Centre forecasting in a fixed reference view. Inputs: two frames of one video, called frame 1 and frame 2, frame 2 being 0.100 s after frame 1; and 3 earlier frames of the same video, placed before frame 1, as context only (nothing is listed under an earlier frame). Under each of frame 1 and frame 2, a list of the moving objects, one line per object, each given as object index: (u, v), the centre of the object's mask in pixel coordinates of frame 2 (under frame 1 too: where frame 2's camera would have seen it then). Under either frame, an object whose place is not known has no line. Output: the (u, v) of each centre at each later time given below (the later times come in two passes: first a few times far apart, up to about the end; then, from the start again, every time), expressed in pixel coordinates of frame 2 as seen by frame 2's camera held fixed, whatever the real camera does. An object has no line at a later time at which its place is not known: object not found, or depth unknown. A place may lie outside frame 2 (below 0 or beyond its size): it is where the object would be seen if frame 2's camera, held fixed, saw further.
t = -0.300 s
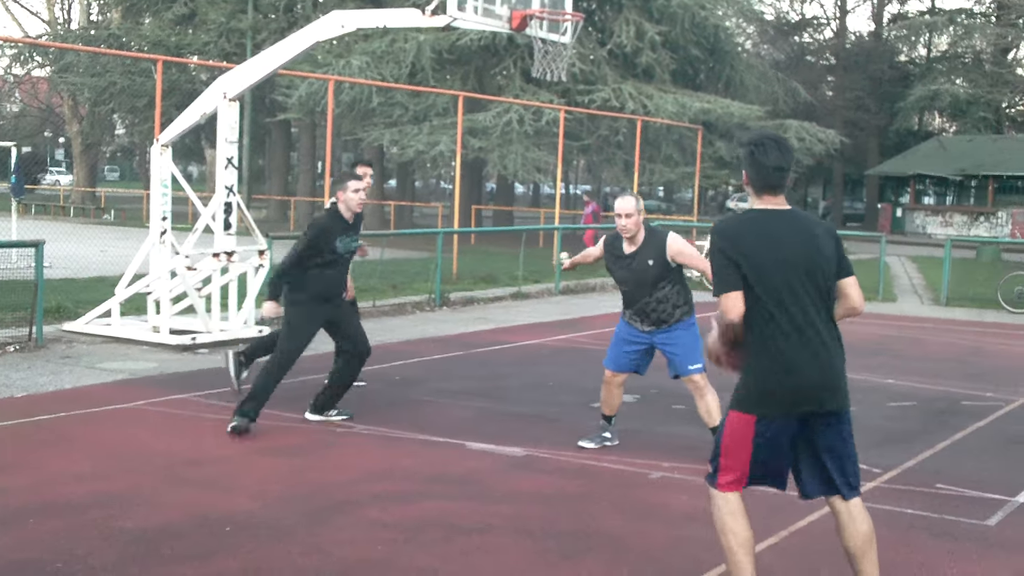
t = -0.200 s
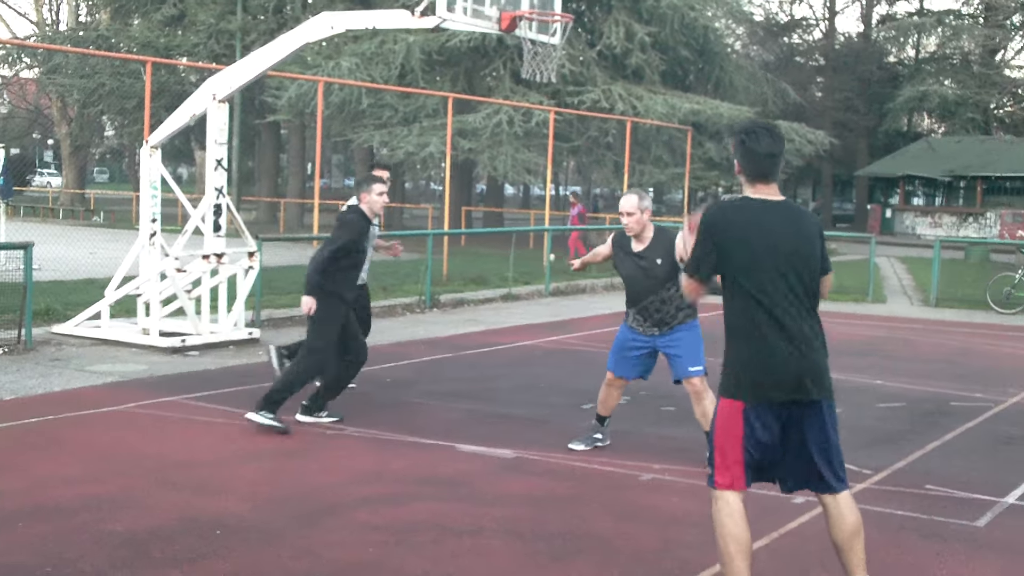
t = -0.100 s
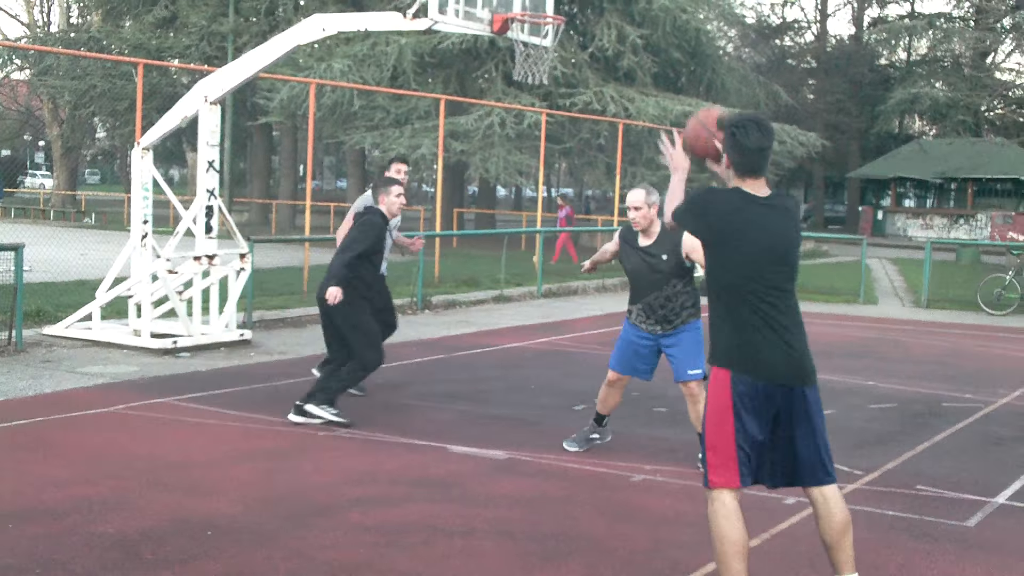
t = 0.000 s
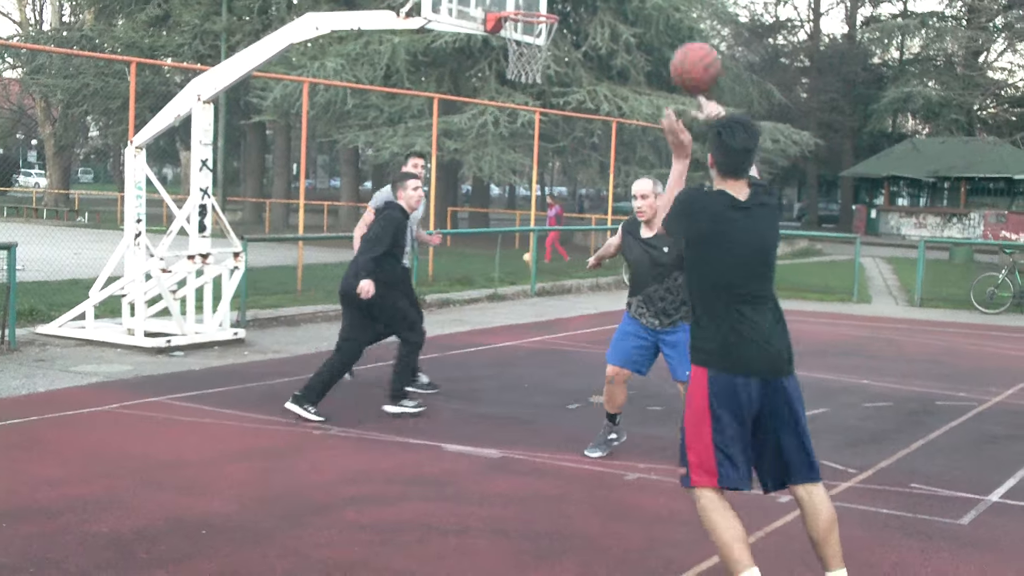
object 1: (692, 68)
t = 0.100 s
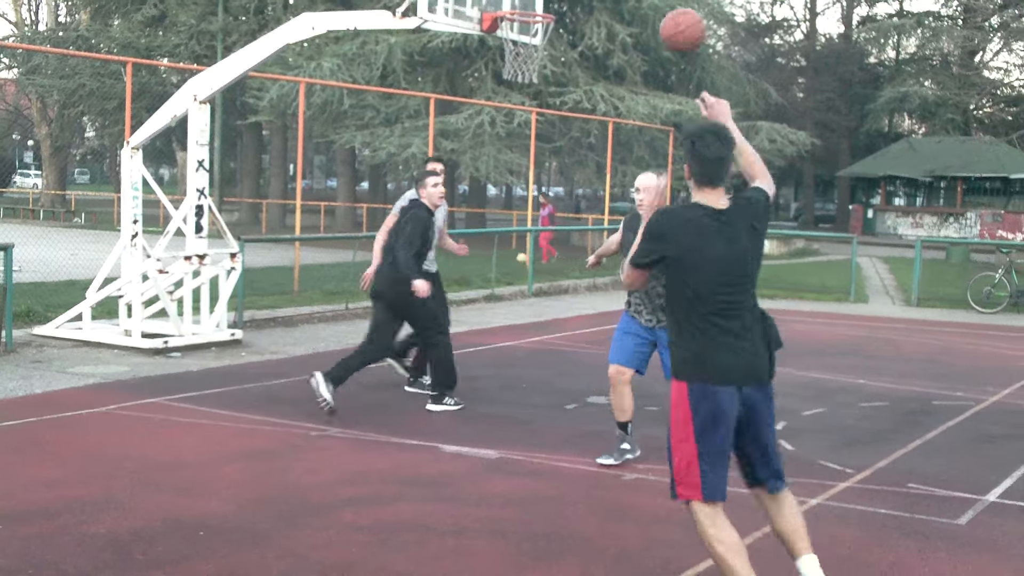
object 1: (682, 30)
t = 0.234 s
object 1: (671, 17)
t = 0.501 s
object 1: (649, 70)
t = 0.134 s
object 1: (680, 24)
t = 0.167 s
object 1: (677, 19)
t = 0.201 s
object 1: (674, 17)
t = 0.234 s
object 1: (671, 17)
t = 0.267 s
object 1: (668, 19)
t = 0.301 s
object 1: (666, 22)
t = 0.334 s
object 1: (662, 26)
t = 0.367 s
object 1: (660, 33)
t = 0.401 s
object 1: (657, 41)
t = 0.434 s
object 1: (654, 50)
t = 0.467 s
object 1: (651, 59)
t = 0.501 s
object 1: (649, 70)
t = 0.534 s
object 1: (647, 83)
